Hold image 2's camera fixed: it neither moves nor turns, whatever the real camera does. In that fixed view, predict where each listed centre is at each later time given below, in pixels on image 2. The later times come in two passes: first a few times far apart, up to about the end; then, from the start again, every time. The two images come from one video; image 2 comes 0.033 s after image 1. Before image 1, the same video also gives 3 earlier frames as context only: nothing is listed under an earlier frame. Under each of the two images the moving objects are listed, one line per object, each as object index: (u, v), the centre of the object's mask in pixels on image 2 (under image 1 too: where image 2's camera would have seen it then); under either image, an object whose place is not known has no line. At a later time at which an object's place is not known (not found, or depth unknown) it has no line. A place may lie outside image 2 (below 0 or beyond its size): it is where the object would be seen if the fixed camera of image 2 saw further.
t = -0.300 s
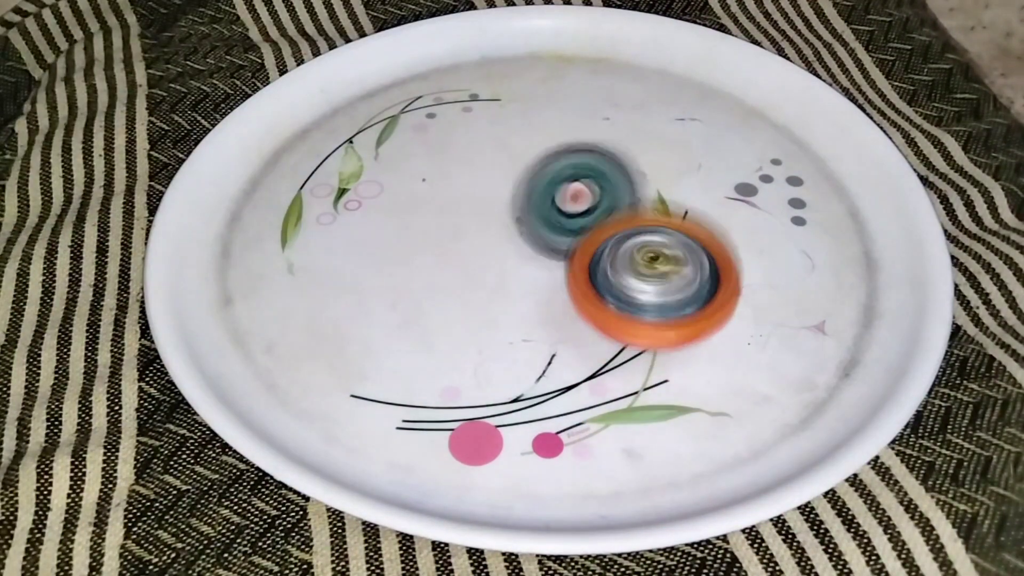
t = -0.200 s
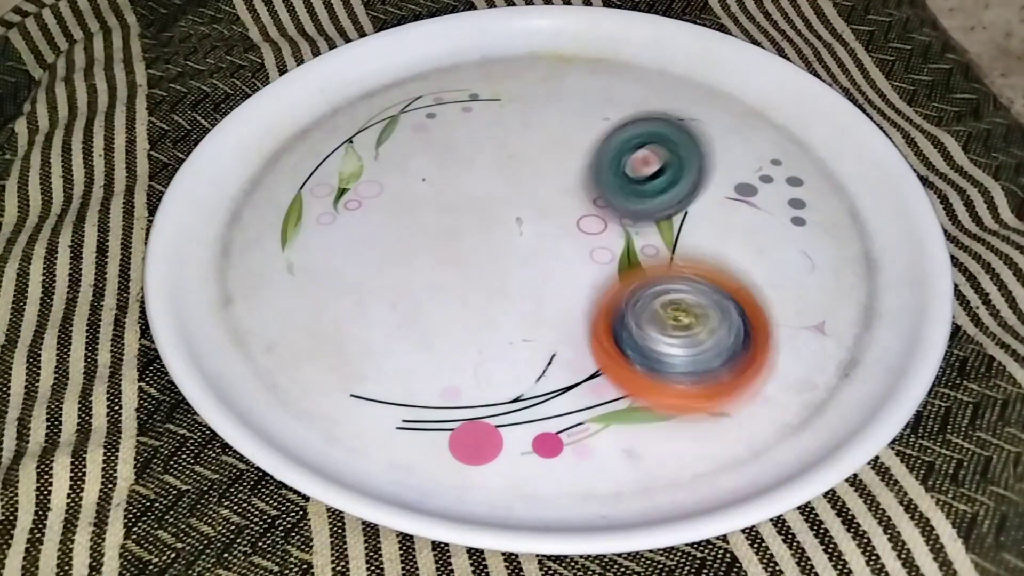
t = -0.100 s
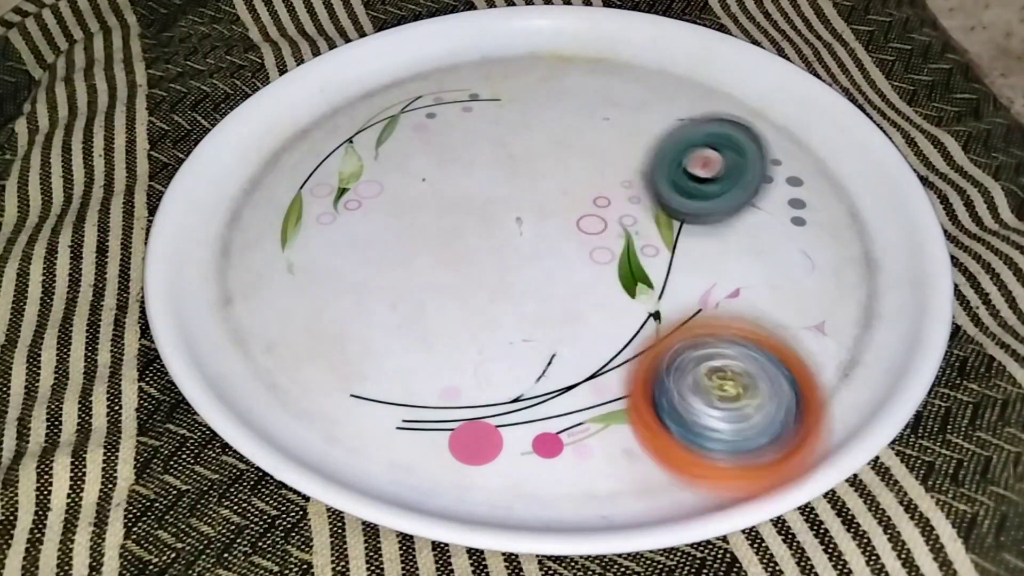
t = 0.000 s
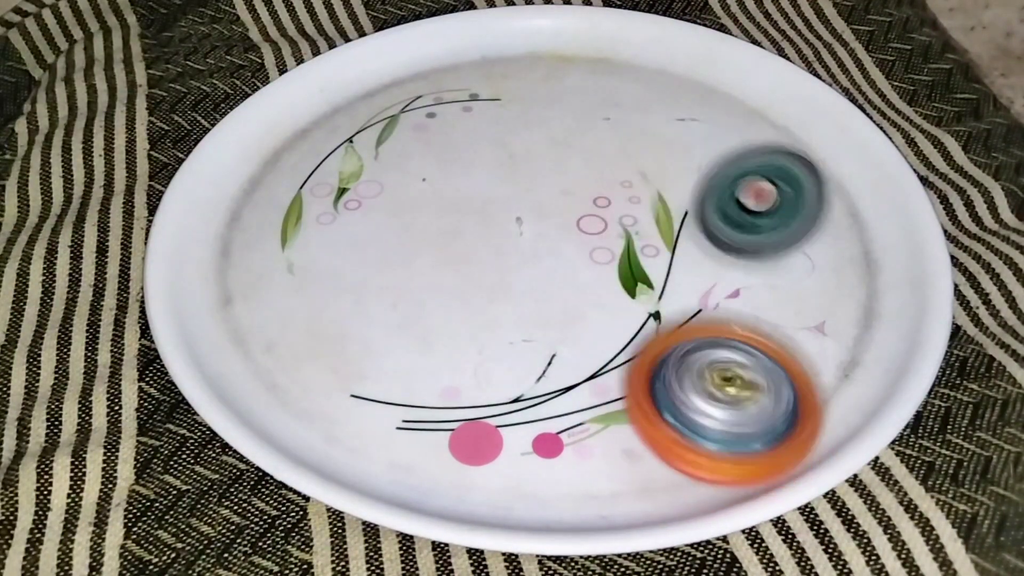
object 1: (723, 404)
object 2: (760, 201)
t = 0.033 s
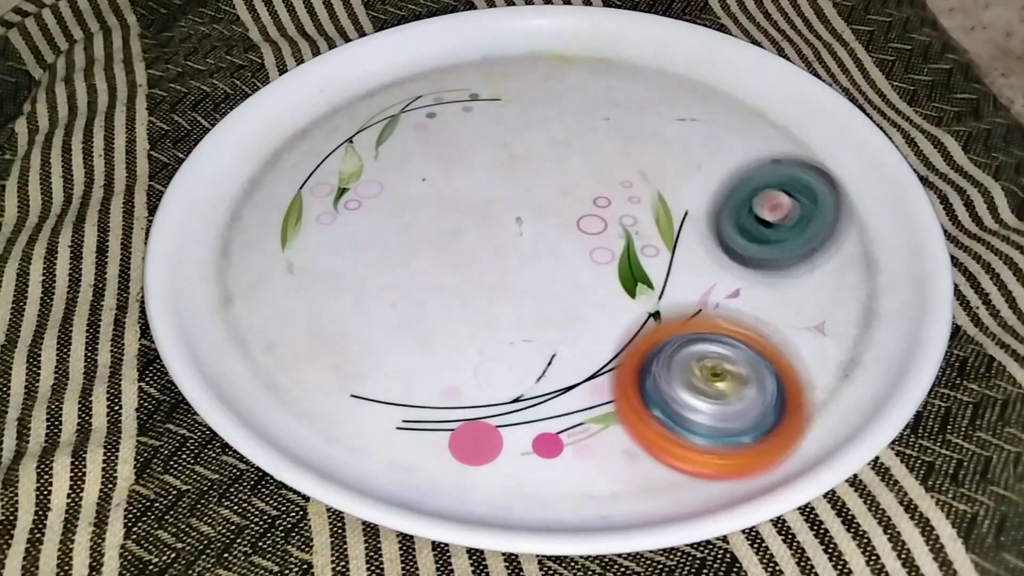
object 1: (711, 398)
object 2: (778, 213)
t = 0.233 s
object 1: (649, 370)
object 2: (878, 304)
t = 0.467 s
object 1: (605, 348)
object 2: (868, 315)
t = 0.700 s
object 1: (584, 341)
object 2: (843, 358)
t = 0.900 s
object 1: (596, 346)
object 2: (779, 410)
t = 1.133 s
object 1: (576, 314)
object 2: (670, 439)
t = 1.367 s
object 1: (523, 273)
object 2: (493, 437)
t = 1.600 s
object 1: (479, 251)
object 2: (339, 380)
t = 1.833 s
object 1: (447, 245)
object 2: (252, 294)
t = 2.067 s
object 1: (442, 251)
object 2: (236, 204)
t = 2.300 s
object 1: (466, 269)
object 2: (271, 136)
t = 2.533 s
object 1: (522, 291)
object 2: (337, 87)
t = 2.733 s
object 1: (600, 300)
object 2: (406, 57)
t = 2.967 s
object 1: (697, 297)
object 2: (499, 40)
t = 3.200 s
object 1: (785, 306)
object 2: (596, 45)
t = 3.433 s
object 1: (832, 315)
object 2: (693, 78)
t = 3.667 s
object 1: (821, 306)
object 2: (773, 138)
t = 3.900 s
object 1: (845, 328)
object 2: (833, 212)
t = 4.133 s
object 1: (768, 398)
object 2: (860, 283)
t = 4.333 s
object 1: (677, 427)
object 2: (825, 359)
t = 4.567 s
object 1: (519, 445)
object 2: (779, 400)
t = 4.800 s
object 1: (360, 401)
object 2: (637, 423)
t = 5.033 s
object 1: (268, 329)
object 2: (487, 395)
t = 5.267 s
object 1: (233, 261)
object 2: (386, 329)
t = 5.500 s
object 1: (243, 181)
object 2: (347, 247)
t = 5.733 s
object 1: (280, 112)
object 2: (365, 179)
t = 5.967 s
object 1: (362, 62)
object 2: (429, 130)
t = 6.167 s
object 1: (431, 40)
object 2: (500, 105)
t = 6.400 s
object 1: (505, 37)
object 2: (590, 98)
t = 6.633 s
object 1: (574, 41)
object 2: (681, 120)
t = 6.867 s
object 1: (641, 58)
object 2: (763, 170)
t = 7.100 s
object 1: (712, 100)
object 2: (818, 246)
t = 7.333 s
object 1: (808, 172)
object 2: (835, 342)
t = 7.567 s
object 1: (851, 272)
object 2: (809, 393)
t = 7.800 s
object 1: (837, 344)
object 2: (623, 456)
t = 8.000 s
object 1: (778, 376)
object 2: (524, 454)
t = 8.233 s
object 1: (730, 414)
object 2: (404, 412)
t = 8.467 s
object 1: (674, 419)
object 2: (333, 335)
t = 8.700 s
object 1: (640, 421)
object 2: (330, 255)
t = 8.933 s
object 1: (634, 437)
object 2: (377, 189)
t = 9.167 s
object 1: (640, 414)
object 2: (456, 150)
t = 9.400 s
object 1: (668, 397)
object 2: (545, 137)
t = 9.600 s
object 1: (699, 389)
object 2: (626, 154)
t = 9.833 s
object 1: (746, 395)
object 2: (708, 203)
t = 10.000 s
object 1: (772, 382)
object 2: (750, 253)
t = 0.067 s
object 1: (699, 393)
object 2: (796, 227)
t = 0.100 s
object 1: (687, 387)
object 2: (813, 242)
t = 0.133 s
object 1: (677, 382)
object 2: (829, 257)
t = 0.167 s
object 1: (665, 377)
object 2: (846, 273)
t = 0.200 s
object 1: (656, 374)
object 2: (862, 291)
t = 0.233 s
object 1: (649, 370)
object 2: (878, 304)
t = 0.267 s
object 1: (641, 366)
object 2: (888, 307)
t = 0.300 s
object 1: (634, 363)
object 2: (888, 304)
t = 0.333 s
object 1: (628, 359)
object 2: (881, 301)
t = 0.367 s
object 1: (621, 356)
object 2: (873, 298)
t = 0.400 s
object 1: (615, 354)
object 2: (867, 299)
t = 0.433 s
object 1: (610, 351)
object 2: (865, 305)
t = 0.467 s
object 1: (605, 348)
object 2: (868, 315)
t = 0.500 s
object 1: (600, 346)
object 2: (871, 324)
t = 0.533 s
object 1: (594, 345)
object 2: (871, 329)
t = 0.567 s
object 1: (590, 342)
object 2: (867, 330)
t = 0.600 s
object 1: (587, 341)
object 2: (862, 333)
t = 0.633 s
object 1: (586, 341)
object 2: (856, 339)
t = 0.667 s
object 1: (586, 341)
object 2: (849, 348)
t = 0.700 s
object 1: (584, 341)
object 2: (843, 358)
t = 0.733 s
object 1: (586, 341)
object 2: (834, 366)
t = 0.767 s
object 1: (587, 342)
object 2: (825, 376)
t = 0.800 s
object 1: (587, 343)
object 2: (815, 386)
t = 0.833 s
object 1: (590, 344)
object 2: (804, 394)
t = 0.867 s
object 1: (593, 345)
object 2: (792, 402)
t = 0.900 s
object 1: (596, 346)
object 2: (779, 410)
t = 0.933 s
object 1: (601, 348)
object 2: (763, 418)
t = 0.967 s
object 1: (605, 350)
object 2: (749, 425)
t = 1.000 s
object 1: (606, 344)
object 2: (738, 432)
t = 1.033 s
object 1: (599, 337)
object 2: (729, 438)
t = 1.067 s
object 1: (592, 330)
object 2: (714, 438)
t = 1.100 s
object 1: (585, 321)
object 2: (693, 438)
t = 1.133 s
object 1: (576, 314)
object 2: (670, 439)
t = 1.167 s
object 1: (568, 308)
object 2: (647, 442)
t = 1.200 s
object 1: (557, 302)
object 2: (622, 444)
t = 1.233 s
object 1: (551, 296)
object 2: (596, 445)
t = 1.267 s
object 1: (545, 289)
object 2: (571, 445)
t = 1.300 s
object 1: (538, 284)
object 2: (545, 444)
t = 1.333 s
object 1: (530, 278)
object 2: (519, 441)
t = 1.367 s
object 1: (523, 273)
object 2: (493, 437)
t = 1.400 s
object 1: (516, 269)
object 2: (469, 432)
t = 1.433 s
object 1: (508, 266)
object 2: (444, 426)
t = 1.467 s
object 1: (502, 263)
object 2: (420, 418)
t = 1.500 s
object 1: (496, 260)
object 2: (397, 409)
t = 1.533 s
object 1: (490, 257)
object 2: (376, 401)
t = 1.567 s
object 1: (484, 253)
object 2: (357, 390)
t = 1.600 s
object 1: (479, 251)
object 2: (339, 380)
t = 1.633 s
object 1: (473, 249)
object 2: (323, 369)
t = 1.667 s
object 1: (468, 248)
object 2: (307, 357)
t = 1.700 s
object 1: (463, 246)
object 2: (293, 345)
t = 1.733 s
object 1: (458, 245)
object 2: (281, 333)
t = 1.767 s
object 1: (454, 243)
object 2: (270, 320)
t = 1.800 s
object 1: (450, 244)
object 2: (260, 306)
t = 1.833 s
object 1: (447, 245)
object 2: (252, 294)
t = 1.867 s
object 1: (443, 245)
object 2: (245, 280)
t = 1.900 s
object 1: (442, 245)
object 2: (241, 267)
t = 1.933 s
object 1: (442, 247)
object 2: (237, 254)
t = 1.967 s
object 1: (440, 248)
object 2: (235, 240)
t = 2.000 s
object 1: (440, 249)
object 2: (234, 227)
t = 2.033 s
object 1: (441, 250)
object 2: (234, 215)
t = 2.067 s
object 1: (442, 251)
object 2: (236, 204)
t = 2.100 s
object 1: (443, 254)
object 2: (238, 193)
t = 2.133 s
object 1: (445, 257)
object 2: (241, 182)
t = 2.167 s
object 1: (448, 259)
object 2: (246, 171)
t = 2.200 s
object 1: (452, 262)
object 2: (252, 162)
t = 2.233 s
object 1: (455, 264)
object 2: (258, 153)
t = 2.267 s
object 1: (460, 267)
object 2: (264, 144)
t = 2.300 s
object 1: (466, 269)
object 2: (271, 136)
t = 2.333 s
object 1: (472, 272)
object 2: (280, 128)
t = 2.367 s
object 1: (480, 275)
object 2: (288, 120)
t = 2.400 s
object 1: (487, 278)
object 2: (296, 113)
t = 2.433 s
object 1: (494, 281)
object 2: (306, 106)
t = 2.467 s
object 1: (502, 283)
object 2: (316, 100)
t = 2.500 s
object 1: (512, 287)
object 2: (326, 94)
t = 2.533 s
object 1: (522, 291)
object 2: (337, 87)
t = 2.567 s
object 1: (534, 294)
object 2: (348, 82)
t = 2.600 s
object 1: (546, 296)
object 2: (359, 76)
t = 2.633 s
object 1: (557, 298)
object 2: (371, 70)
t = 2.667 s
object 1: (570, 299)
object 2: (382, 66)
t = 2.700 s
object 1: (586, 300)
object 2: (395, 61)
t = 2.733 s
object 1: (600, 300)
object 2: (406, 57)
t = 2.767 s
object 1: (614, 300)
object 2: (419, 53)
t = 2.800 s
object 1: (628, 300)
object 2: (432, 50)
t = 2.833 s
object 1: (642, 299)
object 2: (445, 47)
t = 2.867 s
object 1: (656, 298)
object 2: (458, 45)
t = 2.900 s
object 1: (669, 298)
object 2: (472, 43)
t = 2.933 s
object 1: (683, 298)
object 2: (486, 41)
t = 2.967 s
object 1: (697, 297)
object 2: (499, 40)
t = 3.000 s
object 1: (711, 295)
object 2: (513, 40)
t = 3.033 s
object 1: (723, 296)
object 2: (527, 40)
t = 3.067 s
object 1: (734, 297)
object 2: (541, 40)
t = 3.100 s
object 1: (745, 298)
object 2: (555, 41)
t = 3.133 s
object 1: (757, 300)
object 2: (569, 42)
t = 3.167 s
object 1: (771, 303)
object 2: (583, 43)
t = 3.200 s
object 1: (785, 306)
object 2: (596, 45)
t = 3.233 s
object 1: (798, 309)
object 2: (611, 48)
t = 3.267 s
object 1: (812, 314)
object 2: (625, 52)
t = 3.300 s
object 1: (828, 320)
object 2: (639, 56)
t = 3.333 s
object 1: (841, 325)
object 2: (653, 61)
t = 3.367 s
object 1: (843, 322)
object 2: (666, 65)
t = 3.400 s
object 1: (837, 319)
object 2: (680, 72)
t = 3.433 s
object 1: (832, 315)
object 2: (693, 78)
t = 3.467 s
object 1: (827, 313)
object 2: (706, 85)
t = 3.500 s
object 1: (824, 311)
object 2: (718, 93)
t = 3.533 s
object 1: (821, 309)
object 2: (729, 102)
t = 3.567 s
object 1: (818, 307)
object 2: (741, 110)
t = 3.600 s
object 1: (818, 306)
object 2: (752, 119)
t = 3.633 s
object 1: (819, 306)
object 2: (763, 128)
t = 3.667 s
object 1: (821, 306)
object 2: (773, 138)
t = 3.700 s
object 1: (824, 305)
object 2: (783, 150)
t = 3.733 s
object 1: (828, 306)
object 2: (793, 162)
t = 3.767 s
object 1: (832, 306)
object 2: (800, 173)
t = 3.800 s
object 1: (836, 308)
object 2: (808, 185)
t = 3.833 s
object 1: (843, 311)
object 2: (816, 196)
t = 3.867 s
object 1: (850, 315)
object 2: (823, 207)
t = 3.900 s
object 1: (845, 328)
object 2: (833, 212)
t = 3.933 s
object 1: (837, 341)
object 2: (842, 214)
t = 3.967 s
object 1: (827, 351)
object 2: (852, 219)
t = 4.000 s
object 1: (815, 361)
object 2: (858, 229)
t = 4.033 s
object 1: (804, 369)
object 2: (860, 242)
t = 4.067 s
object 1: (792, 379)
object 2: (861, 255)
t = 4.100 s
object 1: (780, 389)
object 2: (861, 269)
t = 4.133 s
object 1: (768, 398)
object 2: (860, 283)
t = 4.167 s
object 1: (755, 404)
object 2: (857, 297)
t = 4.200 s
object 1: (739, 407)
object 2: (853, 310)
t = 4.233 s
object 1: (723, 412)
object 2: (848, 323)
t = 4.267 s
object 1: (708, 418)
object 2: (841, 335)
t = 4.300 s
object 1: (692, 422)
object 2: (834, 347)
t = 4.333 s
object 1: (677, 427)
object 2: (825, 359)
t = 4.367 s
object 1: (662, 430)
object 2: (815, 371)
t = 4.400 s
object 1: (648, 436)
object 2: (804, 382)
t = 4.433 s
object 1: (635, 440)
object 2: (794, 391)
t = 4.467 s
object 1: (614, 439)
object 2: (785, 400)
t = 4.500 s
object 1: (579, 442)
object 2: (792, 402)
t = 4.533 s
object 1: (547, 446)
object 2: (791, 401)
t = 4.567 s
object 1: (519, 445)
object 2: (779, 400)
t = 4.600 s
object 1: (494, 442)
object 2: (763, 403)
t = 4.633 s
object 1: (469, 434)
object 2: (745, 407)
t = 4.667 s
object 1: (445, 428)
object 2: (725, 413)
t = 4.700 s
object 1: (422, 421)
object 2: (704, 417)
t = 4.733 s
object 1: (401, 414)
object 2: (682, 420)
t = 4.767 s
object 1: (380, 407)
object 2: (659, 422)
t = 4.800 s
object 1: (360, 401)
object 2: (637, 423)
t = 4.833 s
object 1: (344, 393)
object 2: (615, 422)
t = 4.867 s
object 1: (329, 384)
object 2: (591, 420)
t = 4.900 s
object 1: (315, 373)
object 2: (569, 418)
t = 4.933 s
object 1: (302, 363)
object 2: (547, 413)
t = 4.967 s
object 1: (290, 352)
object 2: (527, 408)
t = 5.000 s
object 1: (280, 342)
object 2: (506, 402)
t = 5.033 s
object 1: (268, 329)
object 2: (487, 395)
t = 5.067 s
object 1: (258, 320)
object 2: (469, 387)
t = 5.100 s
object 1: (250, 311)
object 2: (452, 378)
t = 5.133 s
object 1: (241, 302)
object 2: (435, 370)
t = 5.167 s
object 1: (237, 292)
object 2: (421, 360)
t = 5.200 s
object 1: (236, 282)
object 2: (409, 350)
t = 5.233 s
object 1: (234, 271)
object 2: (396, 340)
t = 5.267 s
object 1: (233, 261)
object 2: (386, 329)
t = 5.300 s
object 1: (232, 249)
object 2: (376, 317)
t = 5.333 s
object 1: (231, 239)
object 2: (368, 306)
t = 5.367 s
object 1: (232, 228)
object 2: (362, 294)
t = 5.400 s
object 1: (232, 217)
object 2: (356, 283)
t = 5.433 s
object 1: (235, 205)
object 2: (352, 271)
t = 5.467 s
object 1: (239, 192)
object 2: (349, 259)
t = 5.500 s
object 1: (243, 181)
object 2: (347, 247)
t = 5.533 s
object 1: (247, 168)
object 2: (346, 236)
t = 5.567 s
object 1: (250, 158)
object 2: (347, 225)
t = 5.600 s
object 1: (254, 146)
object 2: (348, 214)
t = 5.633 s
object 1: (257, 137)
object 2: (350, 203)
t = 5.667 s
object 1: (264, 128)
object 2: (354, 194)
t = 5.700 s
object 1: (271, 120)
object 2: (358, 185)
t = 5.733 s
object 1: (280, 112)
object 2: (365, 179)
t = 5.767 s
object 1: (292, 104)
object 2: (372, 171)
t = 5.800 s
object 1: (304, 96)
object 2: (380, 163)
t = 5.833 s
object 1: (316, 87)
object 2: (389, 156)
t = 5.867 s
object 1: (325, 80)
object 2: (398, 149)
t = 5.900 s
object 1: (338, 73)
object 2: (408, 142)
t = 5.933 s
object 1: (350, 68)
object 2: (418, 136)
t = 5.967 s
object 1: (362, 62)
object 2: (429, 130)
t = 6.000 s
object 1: (376, 56)
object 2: (440, 125)
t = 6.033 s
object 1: (387, 52)
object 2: (452, 120)
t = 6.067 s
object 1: (398, 47)
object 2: (464, 115)
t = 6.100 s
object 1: (410, 44)
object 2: (476, 112)
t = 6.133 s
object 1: (419, 42)
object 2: (487, 108)
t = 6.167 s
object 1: (431, 40)
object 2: (500, 105)
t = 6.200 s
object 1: (442, 40)
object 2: (513, 102)
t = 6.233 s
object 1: (451, 39)
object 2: (525, 100)
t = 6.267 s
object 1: (462, 38)
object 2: (538, 99)
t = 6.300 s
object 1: (473, 38)
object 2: (551, 98)
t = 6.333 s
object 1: (483, 37)
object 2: (564, 98)
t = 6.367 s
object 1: (495, 37)
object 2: (577, 98)
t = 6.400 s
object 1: (505, 37)
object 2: (590, 98)
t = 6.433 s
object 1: (515, 37)
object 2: (603, 100)
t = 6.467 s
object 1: (525, 37)
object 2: (616, 102)
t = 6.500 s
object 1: (535, 38)
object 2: (630, 104)
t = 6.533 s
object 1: (544, 38)
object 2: (643, 107)
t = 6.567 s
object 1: (555, 38)
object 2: (655, 111)
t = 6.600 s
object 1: (565, 40)
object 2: (668, 115)
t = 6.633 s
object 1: (574, 41)
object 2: (681, 120)
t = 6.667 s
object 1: (585, 42)
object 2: (694, 125)
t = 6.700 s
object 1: (594, 44)
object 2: (707, 132)
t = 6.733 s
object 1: (603, 46)
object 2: (718, 138)
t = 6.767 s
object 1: (613, 48)
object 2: (730, 145)
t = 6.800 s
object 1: (622, 52)
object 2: (742, 153)
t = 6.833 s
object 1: (631, 56)
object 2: (752, 161)
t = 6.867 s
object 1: (641, 58)
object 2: (763, 170)
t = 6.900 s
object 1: (651, 63)
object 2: (772, 179)
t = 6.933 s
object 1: (660, 69)
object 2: (781, 189)
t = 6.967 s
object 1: (669, 72)
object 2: (790, 199)
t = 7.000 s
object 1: (680, 80)
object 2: (798, 210)
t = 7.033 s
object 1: (689, 86)
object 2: (806, 222)
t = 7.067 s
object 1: (700, 93)
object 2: (812, 234)
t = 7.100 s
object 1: (712, 100)
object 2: (818, 246)
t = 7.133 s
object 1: (723, 110)
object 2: (823, 259)
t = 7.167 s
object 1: (736, 119)
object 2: (827, 271)
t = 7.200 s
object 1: (748, 128)
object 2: (831, 284)
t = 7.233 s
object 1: (761, 137)
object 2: (833, 299)
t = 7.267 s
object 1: (774, 146)
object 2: (835, 313)
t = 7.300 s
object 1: (790, 158)
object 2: (836, 328)
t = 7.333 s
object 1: (808, 172)
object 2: (835, 342)
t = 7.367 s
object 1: (826, 186)
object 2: (834, 355)
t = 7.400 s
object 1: (848, 202)
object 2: (832, 366)
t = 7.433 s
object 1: (871, 217)
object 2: (829, 375)
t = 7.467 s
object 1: (881, 229)
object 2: (825, 382)
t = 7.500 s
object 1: (877, 241)
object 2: (821, 386)
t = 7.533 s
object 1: (865, 253)
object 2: (816, 390)
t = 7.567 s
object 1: (851, 272)
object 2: (809, 393)
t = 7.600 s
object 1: (843, 290)
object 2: (788, 403)
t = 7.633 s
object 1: (847, 297)
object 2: (748, 431)
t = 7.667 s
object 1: (845, 306)
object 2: (711, 446)
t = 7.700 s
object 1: (842, 315)
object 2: (679, 451)
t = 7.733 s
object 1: (840, 327)
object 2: (656, 451)
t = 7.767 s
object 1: (839, 336)
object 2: (639, 452)
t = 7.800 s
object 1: (837, 344)
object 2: (623, 456)
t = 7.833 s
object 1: (829, 349)
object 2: (606, 458)
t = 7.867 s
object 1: (820, 355)
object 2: (590, 459)
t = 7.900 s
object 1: (809, 359)
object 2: (575, 459)
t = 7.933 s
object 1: (798, 365)
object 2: (558, 458)
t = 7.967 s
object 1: (788, 370)
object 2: (541, 456)
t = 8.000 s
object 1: (778, 376)
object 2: (524, 454)
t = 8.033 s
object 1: (769, 381)
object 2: (506, 451)
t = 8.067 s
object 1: (762, 388)
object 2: (488, 447)
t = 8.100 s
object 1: (753, 392)
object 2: (470, 441)
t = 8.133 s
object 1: (747, 399)
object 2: (453, 435)
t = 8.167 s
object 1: (740, 404)
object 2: (435, 429)
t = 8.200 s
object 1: (735, 411)
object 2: (419, 421)
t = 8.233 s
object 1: (730, 414)
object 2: (404, 412)
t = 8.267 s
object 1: (722, 418)
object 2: (389, 403)
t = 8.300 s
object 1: (714, 416)
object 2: (376, 393)
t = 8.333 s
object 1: (705, 419)
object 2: (365, 382)
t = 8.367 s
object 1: (695, 418)
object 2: (354, 370)
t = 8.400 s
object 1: (689, 419)
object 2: (346, 359)
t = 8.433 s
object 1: (680, 420)
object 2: (339, 347)
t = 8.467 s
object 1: (674, 419)
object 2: (333, 335)
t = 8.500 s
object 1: (668, 420)
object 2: (328, 323)
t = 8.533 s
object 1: (663, 420)
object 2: (326, 311)
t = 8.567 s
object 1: (657, 420)
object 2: (324, 300)
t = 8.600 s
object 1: (654, 419)
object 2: (324, 289)
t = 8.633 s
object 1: (649, 420)
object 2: (325, 277)
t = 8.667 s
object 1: (643, 422)
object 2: (327, 266)
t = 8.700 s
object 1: (640, 421)
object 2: (330, 255)
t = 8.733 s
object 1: (634, 424)
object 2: (335, 244)
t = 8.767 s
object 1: (630, 426)
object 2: (340, 234)
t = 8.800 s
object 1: (629, 431)
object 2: (345, 224)
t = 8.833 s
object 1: (627, 433)
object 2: (352, 214)
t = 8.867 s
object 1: (627, 436)
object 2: (360, 205)
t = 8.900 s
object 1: (632, 438)
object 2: (368, 197)
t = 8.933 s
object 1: (634, 437)
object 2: (377, 189)
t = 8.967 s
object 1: (633, 434)
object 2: (387, 182)
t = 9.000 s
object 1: (634, 430)
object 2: (398, 175)
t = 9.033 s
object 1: (633, 425)
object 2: (408, 169)
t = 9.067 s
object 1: (634, 421)
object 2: (419, 164)
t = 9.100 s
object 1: (635, 419)
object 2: (431, 159)
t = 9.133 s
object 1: (636, 415)
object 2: (443, 154)
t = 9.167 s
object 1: (640, 414)
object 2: (456, 150)
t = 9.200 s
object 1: (642, 410)
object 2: (468, 145)
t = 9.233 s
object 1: (648, 407)
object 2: (481, 143)
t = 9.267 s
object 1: (651, 404)
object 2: (494, 140)
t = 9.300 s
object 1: (654, 402)
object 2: (506, 139)
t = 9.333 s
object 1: (658, 400)
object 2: (519, 138)
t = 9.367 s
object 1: (661, 396)
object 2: (532, 137)
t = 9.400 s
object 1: (668, 397)
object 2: (545, 137)
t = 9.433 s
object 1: (672, 394)
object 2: (559, 139)
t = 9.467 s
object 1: (680, 393)
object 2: (573, 141)
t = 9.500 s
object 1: (685, 391)
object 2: (586, 143)
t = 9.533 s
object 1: (689, 390)
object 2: (600, 146)
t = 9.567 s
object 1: (695, 391)
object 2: (614, 150)
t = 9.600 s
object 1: (699, 389)
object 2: (626, 154)
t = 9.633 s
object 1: (707, 389)
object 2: (639, 158)
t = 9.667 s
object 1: (713, 390)
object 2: (651, 164)
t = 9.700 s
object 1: (719, 389)
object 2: (663, 170)
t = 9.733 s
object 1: (725, 389)
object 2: (675, 176)
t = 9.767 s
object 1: (730, 391)
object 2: (686, 184)
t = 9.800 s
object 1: (738, 392)
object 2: (697, 193)
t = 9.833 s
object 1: (746, 395)
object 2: (708, 203)
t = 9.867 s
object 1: (753, 397)
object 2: (717, 212)
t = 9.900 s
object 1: (765, 397)
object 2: (727, 223)
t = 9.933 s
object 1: (769, 389)
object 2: (735, 234)
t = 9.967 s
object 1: (770, 383)
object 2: (743, 246)
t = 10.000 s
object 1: (772, 382)
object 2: (750, 253)
